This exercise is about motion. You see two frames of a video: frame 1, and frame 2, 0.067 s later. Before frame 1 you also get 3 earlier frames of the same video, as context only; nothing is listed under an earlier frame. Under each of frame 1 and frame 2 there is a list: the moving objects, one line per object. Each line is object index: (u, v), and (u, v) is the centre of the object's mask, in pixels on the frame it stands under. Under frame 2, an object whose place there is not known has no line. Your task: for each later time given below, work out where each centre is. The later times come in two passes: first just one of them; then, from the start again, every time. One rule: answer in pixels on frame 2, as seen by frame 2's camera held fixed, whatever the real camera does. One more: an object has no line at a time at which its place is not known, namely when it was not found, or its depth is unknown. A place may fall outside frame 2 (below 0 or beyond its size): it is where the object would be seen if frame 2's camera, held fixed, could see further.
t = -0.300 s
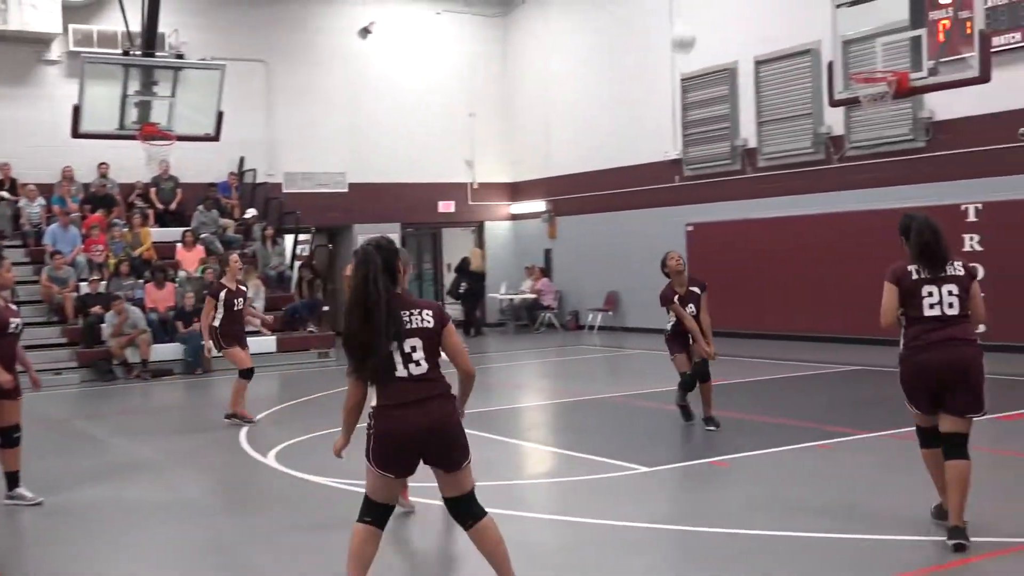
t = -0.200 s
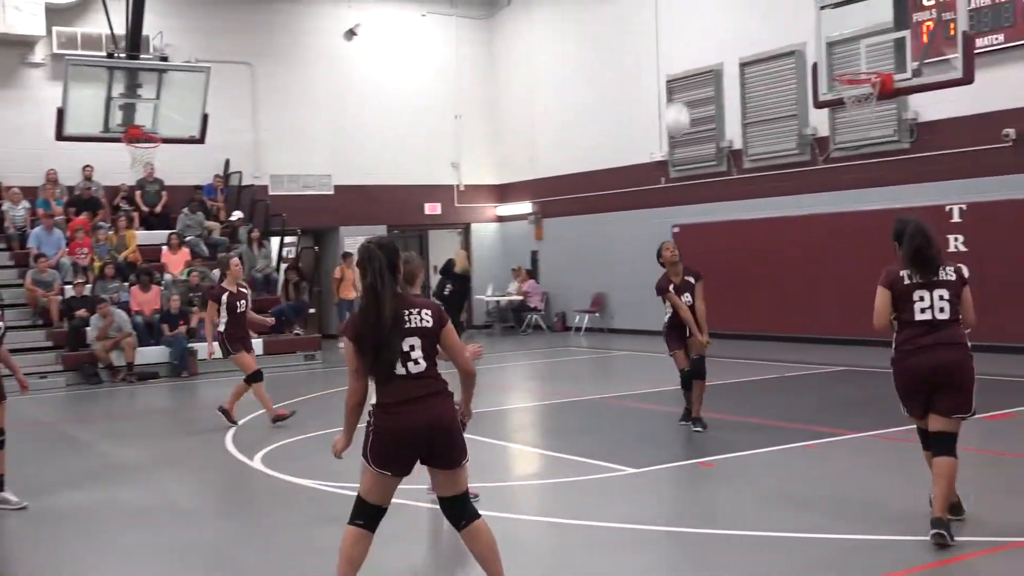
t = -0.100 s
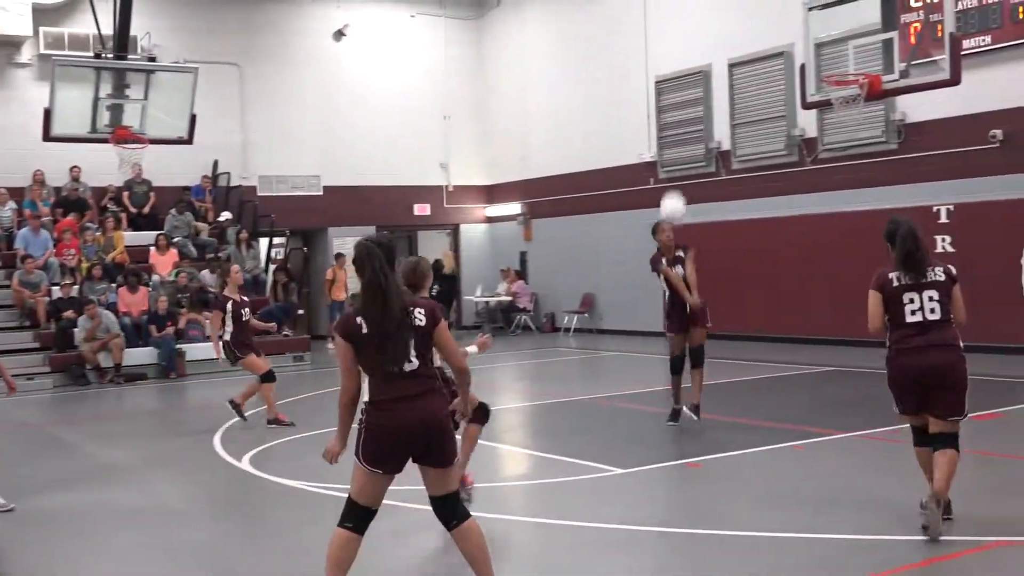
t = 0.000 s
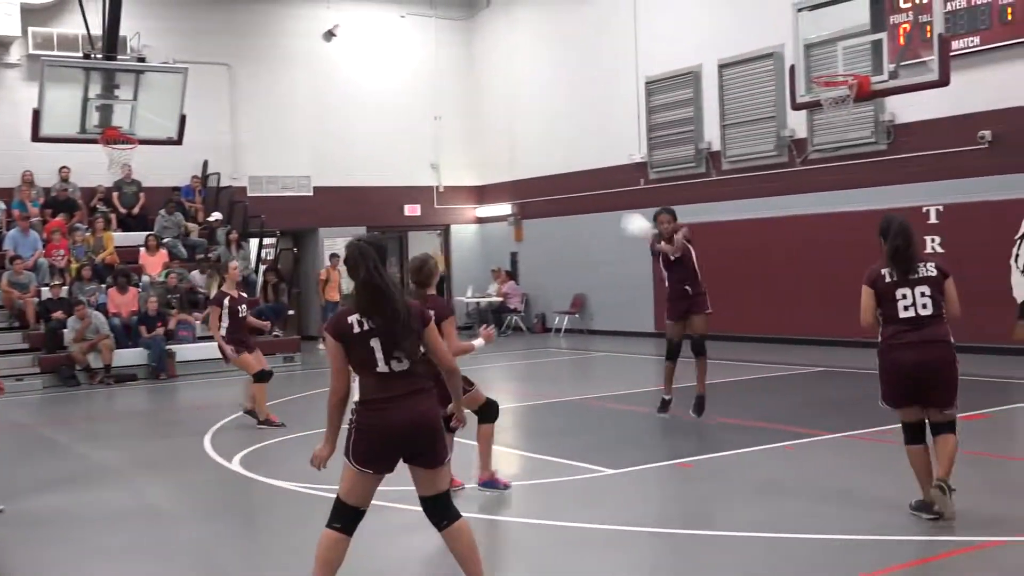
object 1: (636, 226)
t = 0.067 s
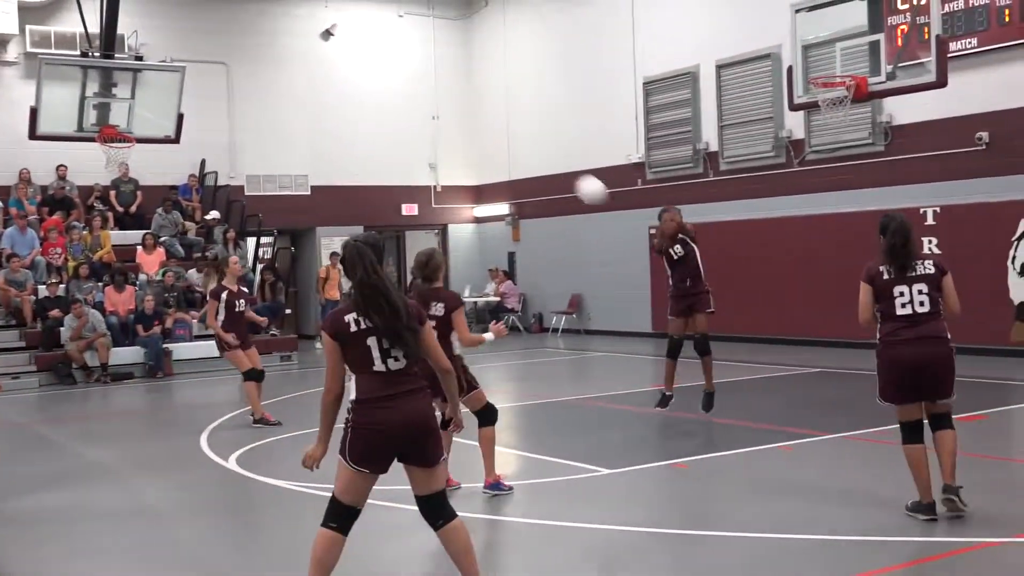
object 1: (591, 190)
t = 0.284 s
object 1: (455, 102)
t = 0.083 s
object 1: (580, 182)
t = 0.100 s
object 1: (570, 172)
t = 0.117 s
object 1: (559, 166)
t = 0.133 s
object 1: (548, 156)
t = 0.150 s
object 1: (537, 151)
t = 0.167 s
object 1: (526, 144)
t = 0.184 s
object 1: (515, 136)
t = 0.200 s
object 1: (504, 130)
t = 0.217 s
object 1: (494, 125)
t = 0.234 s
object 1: (483, 120)
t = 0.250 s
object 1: (473, 113)
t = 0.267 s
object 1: (464, 106)
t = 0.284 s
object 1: (455, 102)
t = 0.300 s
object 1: (443, 100)
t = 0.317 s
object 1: (433, 92)
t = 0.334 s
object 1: (423, 93)
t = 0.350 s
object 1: (413, 90)
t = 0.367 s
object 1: (402, 86)
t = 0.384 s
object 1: (392, 83)
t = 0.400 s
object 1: (382, 79)
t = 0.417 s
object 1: (372, 77)
